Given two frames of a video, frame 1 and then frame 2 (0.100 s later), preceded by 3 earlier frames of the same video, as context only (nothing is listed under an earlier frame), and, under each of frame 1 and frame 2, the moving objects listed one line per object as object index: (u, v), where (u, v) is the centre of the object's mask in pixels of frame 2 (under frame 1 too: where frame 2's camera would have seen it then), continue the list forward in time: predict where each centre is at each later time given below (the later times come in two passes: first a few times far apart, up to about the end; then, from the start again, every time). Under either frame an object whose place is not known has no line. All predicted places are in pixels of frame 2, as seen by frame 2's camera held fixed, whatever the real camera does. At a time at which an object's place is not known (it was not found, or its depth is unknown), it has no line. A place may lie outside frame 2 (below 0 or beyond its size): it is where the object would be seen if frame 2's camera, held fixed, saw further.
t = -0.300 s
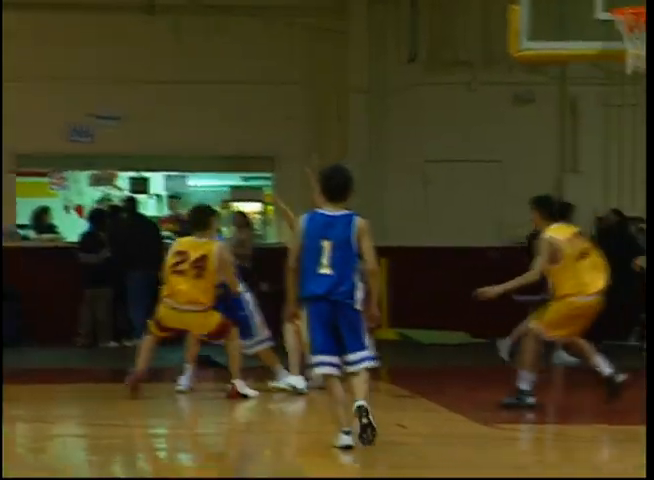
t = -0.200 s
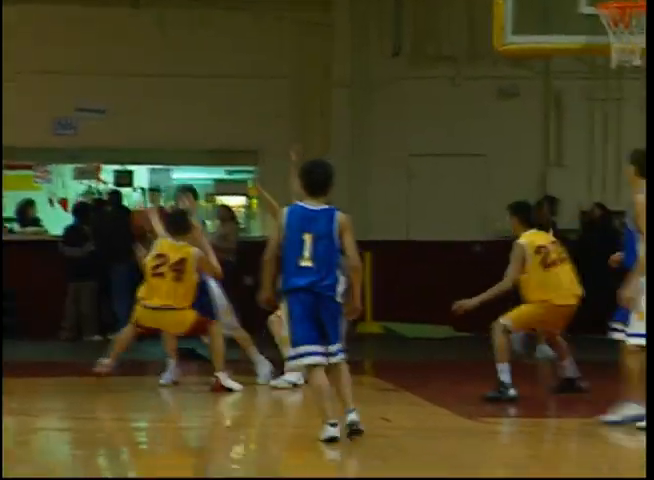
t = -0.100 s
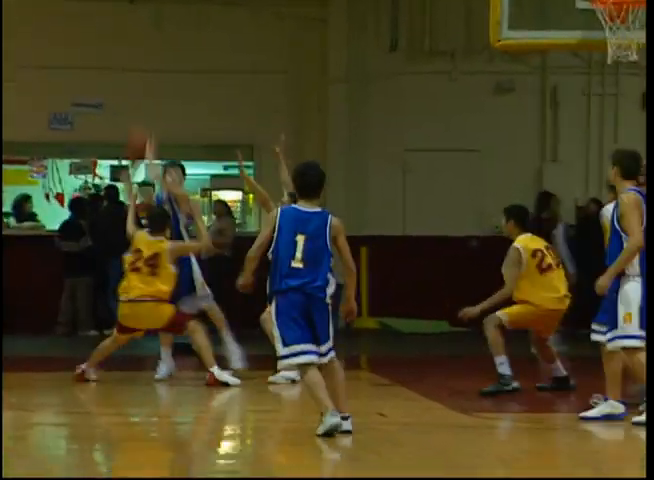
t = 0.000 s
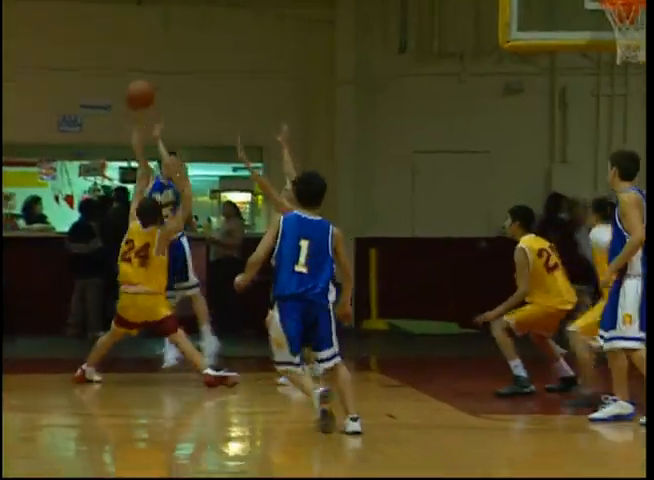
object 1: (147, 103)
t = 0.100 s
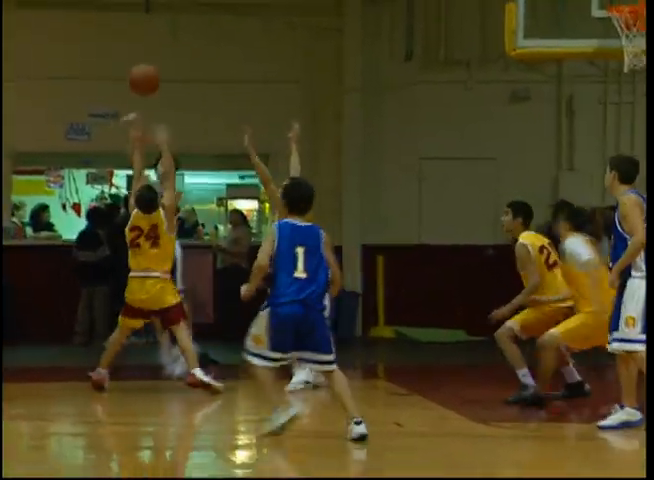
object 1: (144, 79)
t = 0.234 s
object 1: (141, 66)
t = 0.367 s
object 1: (137, 75)
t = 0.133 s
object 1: (142, 74)
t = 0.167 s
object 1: (140, 70)
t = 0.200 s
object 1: (140, 67)
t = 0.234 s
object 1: (141, 66)
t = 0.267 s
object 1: (139, 66)
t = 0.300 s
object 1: (139, 67)
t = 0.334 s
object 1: (137, 70)
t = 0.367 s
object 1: (137, 75)
